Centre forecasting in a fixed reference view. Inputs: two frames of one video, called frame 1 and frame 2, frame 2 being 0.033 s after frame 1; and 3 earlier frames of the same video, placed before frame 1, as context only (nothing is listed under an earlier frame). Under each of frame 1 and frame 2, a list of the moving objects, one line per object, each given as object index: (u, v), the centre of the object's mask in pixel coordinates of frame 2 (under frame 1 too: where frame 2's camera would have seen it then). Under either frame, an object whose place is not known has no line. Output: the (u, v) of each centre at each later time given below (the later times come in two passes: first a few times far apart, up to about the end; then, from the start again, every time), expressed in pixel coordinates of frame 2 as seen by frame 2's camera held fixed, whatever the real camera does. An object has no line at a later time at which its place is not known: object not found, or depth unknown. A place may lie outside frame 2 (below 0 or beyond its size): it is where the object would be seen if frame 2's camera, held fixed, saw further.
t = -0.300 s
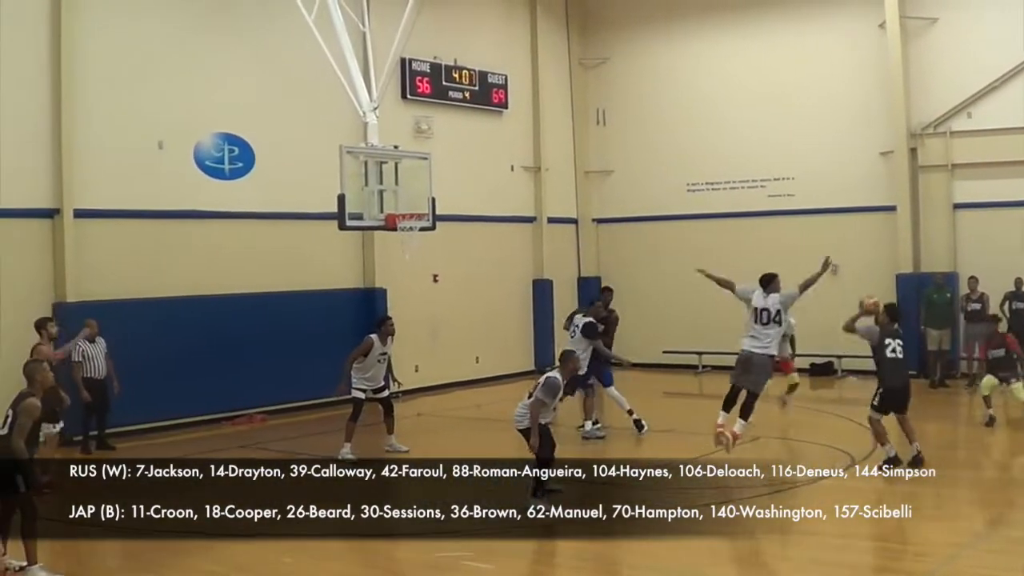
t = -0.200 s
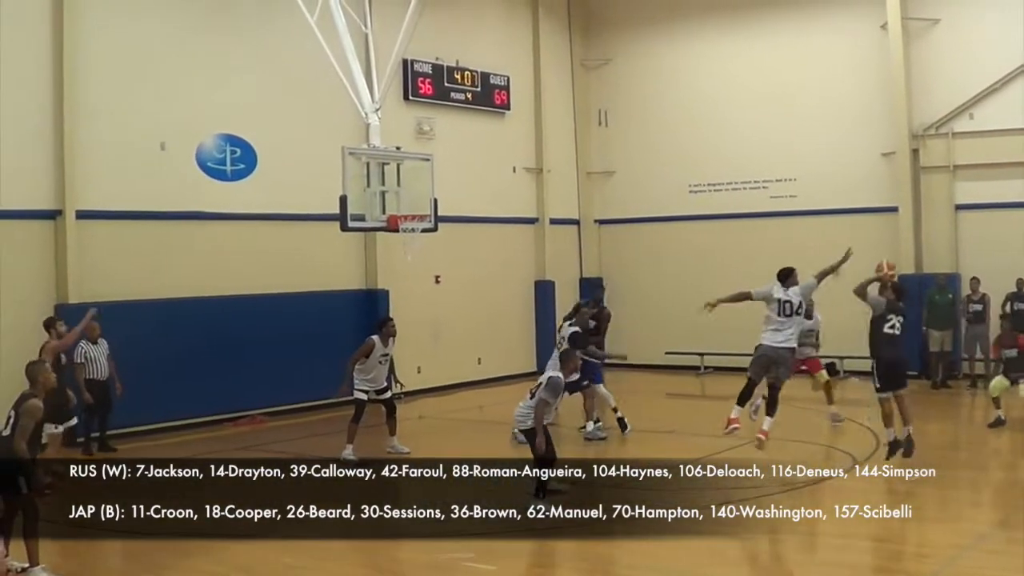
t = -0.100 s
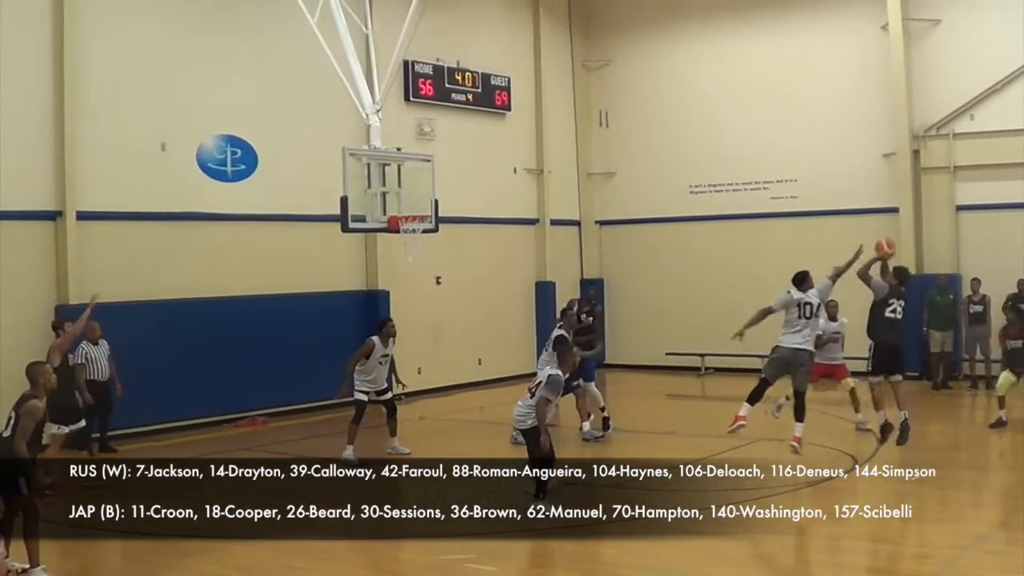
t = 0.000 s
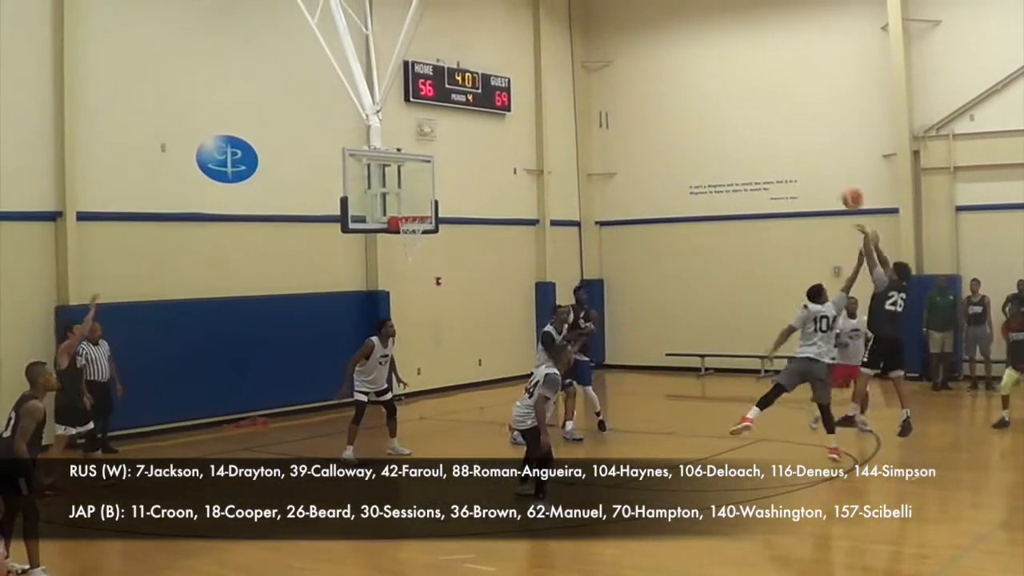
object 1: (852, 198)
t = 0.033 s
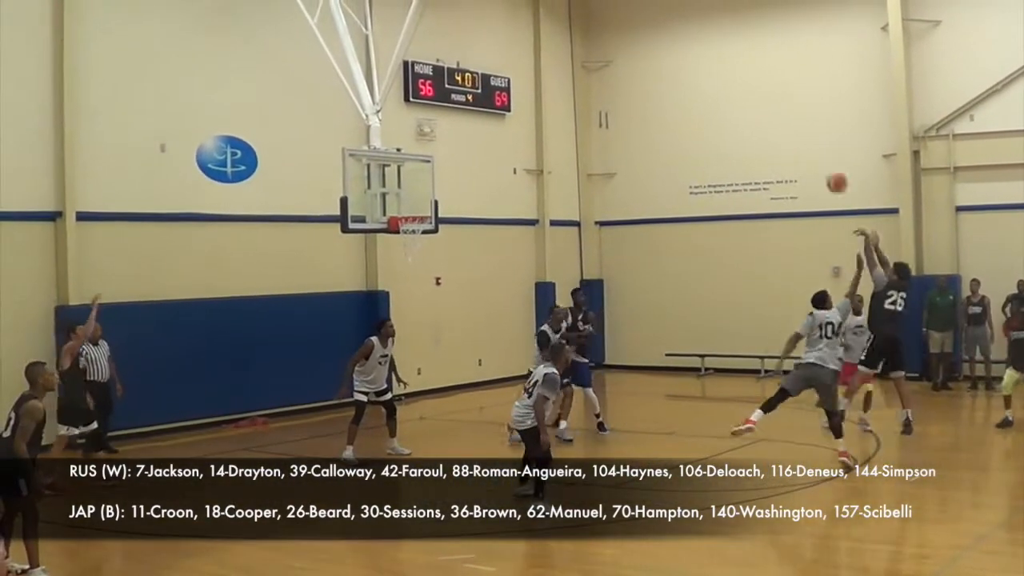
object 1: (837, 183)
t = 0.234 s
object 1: (746, 107)
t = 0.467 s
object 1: (650, 68)
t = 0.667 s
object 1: (576, 72)
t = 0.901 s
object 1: (497, 115)
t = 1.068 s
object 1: (446, 168)
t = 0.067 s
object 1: (821, 167)
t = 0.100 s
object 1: (805, 153)
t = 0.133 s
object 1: (790, 140)
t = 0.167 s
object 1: (775, 128)
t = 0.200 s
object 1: (760, 117)
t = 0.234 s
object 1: (746, 107)
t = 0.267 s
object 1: (732, 98)
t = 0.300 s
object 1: (718, 91)
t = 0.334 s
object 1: (704, 84)
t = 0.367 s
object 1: (690, 79)
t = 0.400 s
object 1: (676, 75)
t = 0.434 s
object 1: (663, 71)
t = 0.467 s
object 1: (650, 68)
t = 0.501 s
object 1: (637, 67)
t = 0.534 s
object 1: (624, 66)
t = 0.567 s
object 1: (611, 67)
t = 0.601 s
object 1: (600, 67)
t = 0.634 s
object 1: (588, 69)
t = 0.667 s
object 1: (576, 72)
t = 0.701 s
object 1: (564, 76)
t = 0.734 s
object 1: (552, 81)
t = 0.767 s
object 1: (541, 86)
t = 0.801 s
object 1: (529, 91)
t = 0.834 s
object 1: (519, 98)
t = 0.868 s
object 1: (508, 107)
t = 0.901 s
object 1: (497, 115)
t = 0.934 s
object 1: (486, 125)
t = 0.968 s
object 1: (475, 135)
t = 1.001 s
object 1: (466, 145)
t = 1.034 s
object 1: (456, 156)
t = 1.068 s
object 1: (446, 168)
